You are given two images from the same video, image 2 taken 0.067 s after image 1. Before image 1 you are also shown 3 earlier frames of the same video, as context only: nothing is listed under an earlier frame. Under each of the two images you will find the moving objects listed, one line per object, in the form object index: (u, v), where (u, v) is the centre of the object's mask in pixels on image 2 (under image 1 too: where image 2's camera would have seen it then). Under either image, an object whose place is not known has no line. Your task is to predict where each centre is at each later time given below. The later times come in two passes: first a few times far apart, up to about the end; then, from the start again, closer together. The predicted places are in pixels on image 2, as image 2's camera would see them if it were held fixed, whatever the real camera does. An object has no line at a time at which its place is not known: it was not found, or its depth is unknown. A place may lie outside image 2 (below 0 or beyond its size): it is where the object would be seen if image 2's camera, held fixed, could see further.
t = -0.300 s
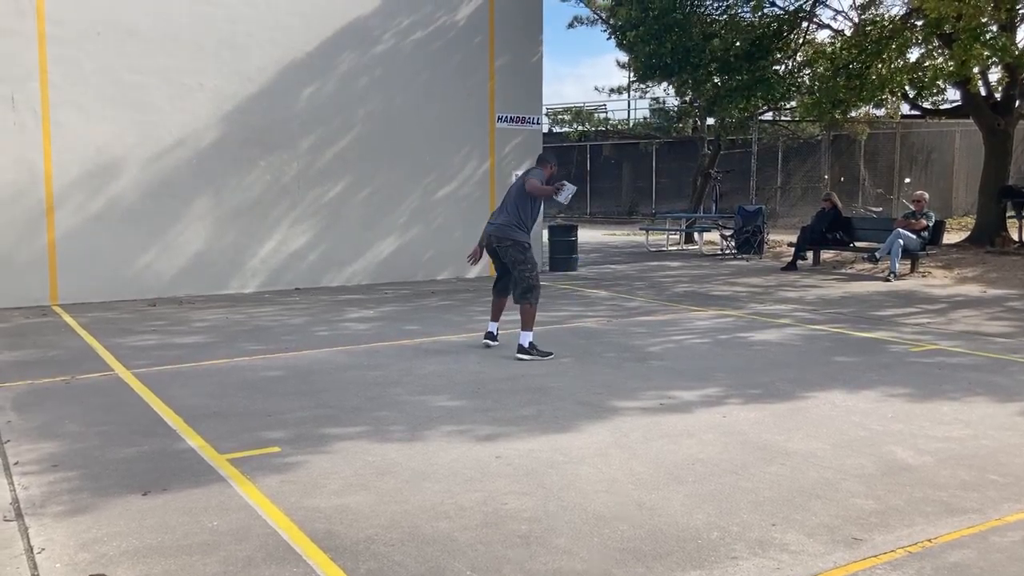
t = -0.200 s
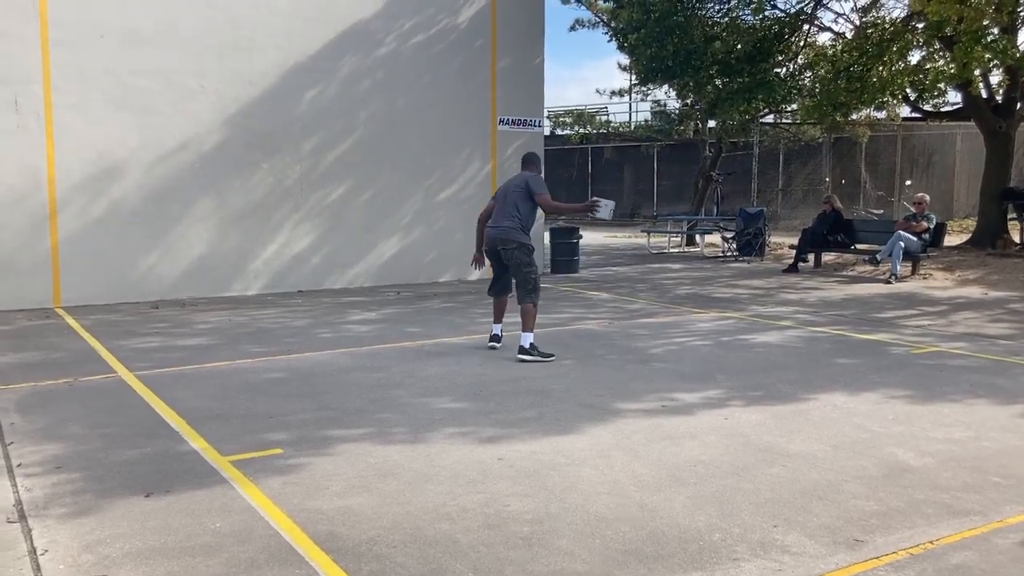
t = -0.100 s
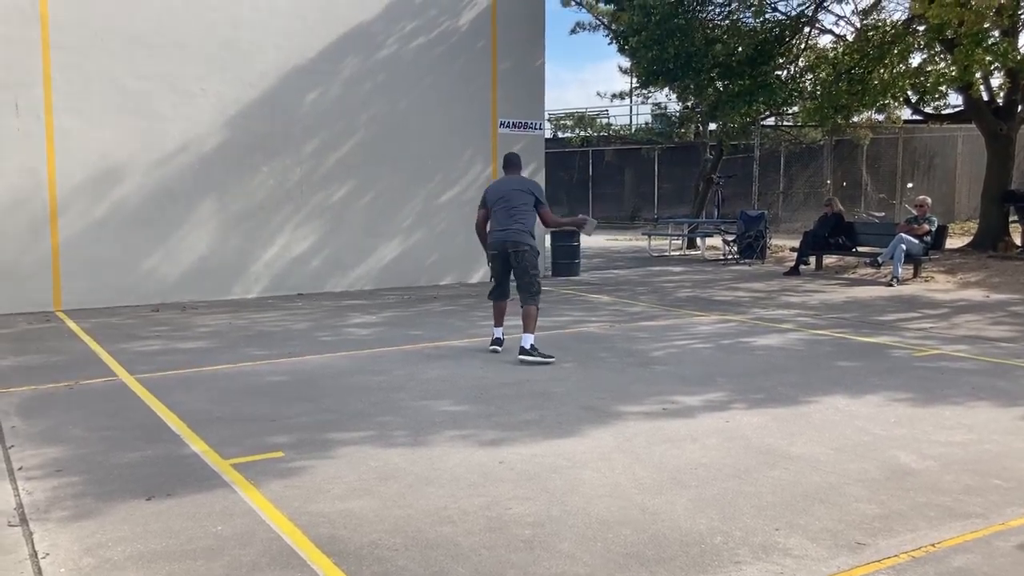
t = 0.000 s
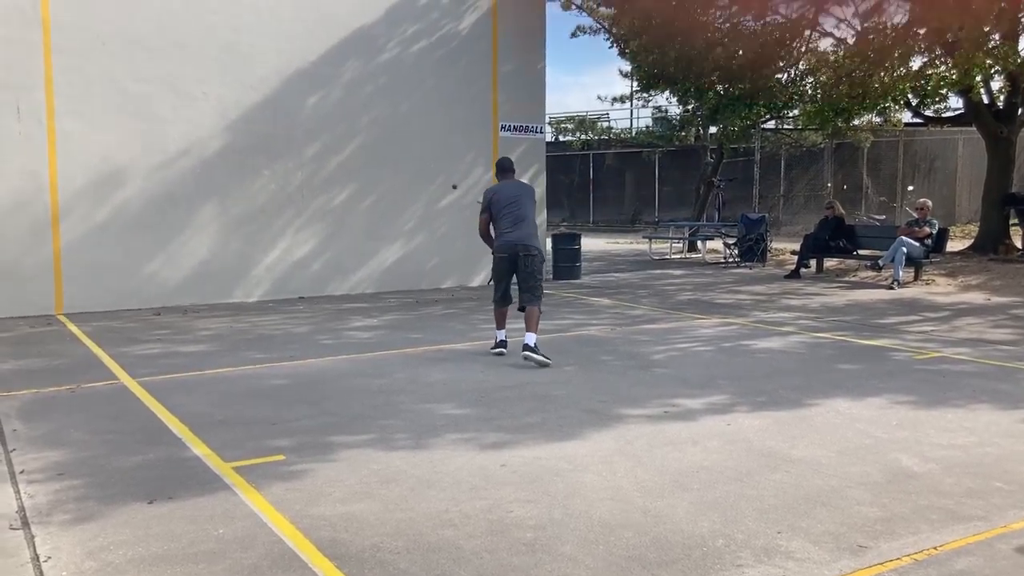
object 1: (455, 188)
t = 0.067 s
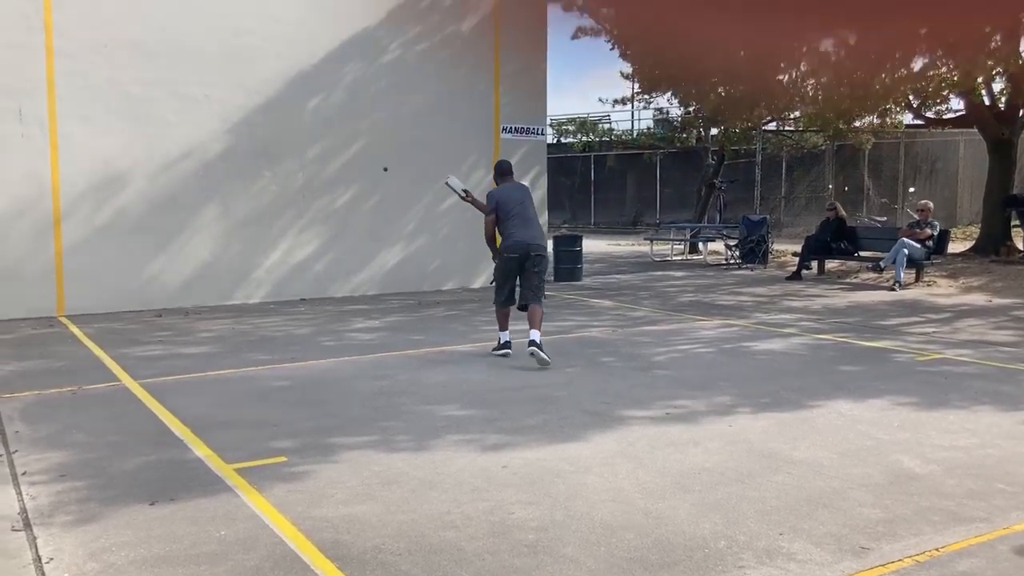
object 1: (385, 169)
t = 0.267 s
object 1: (281, 143)
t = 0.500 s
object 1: (319, 148)
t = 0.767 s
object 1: (386, 245)
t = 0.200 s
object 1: (279, 149)
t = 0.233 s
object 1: (274, 145)
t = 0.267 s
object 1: (281, 143)
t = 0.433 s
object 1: (307, 141)
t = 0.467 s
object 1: (313, 144)
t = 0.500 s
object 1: (319, 148)
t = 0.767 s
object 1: (386, 245)
